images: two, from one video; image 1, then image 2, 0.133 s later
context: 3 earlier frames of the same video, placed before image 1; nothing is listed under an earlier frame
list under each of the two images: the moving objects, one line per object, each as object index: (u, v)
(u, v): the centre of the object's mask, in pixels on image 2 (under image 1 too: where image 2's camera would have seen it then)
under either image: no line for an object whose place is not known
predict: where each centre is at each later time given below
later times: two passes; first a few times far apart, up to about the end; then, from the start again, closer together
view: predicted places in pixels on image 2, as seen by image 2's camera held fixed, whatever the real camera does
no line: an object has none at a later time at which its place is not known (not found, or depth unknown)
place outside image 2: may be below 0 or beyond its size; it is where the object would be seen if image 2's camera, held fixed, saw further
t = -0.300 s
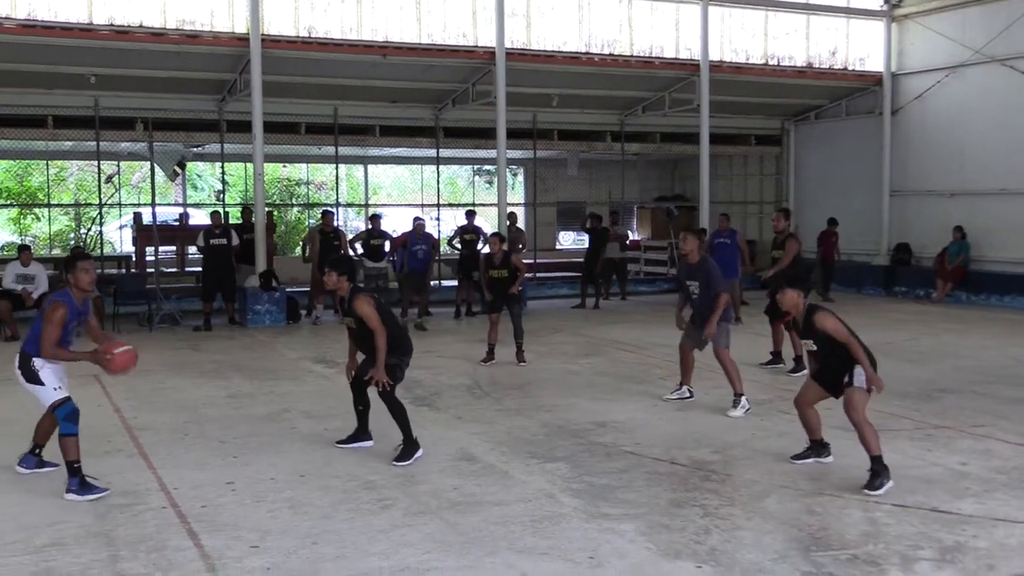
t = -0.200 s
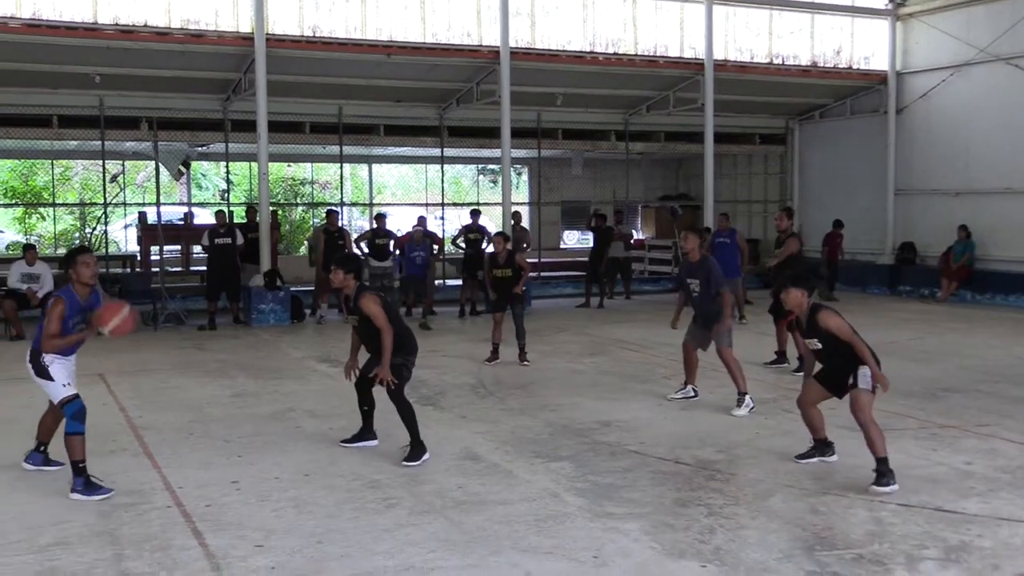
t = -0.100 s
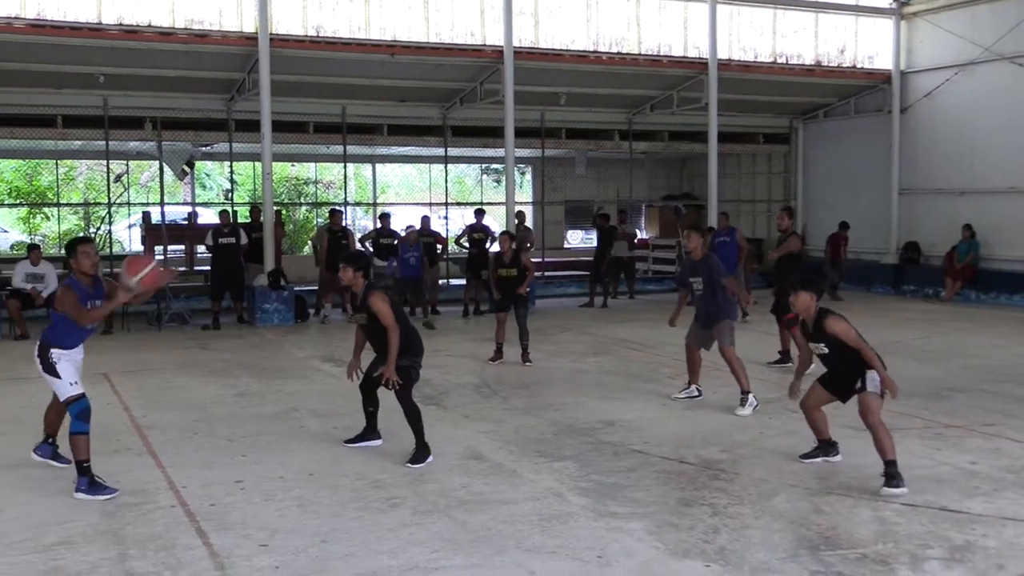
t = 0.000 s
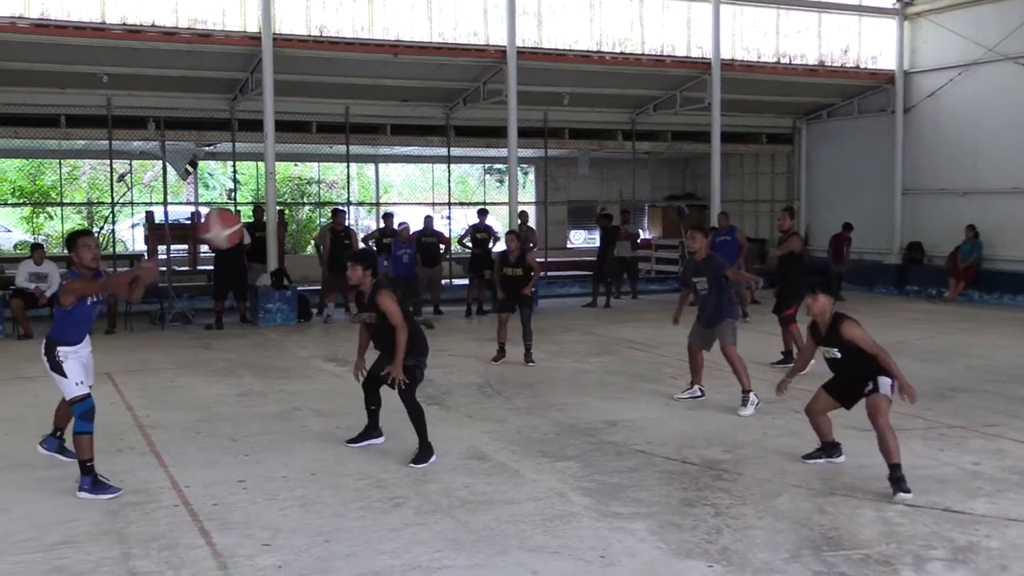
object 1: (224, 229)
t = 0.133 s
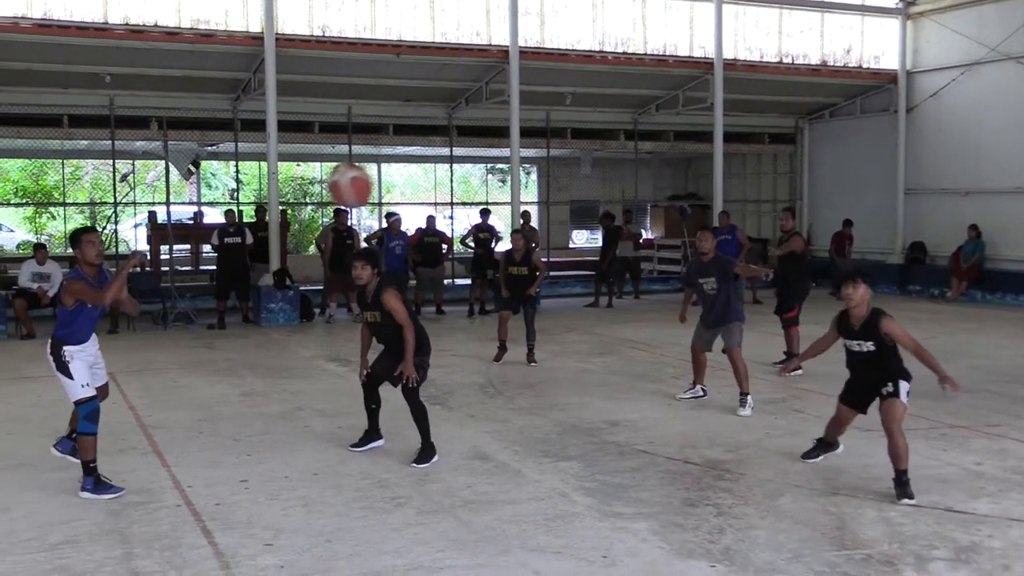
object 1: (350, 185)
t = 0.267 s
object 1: (512, 170)
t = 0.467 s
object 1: (859, 231)
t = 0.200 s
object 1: (425, 173)
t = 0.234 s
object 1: (466, 170)
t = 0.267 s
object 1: (512, 170)
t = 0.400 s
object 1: (723, 195)
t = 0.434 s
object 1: (788, 210)
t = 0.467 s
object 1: (859, 231)
